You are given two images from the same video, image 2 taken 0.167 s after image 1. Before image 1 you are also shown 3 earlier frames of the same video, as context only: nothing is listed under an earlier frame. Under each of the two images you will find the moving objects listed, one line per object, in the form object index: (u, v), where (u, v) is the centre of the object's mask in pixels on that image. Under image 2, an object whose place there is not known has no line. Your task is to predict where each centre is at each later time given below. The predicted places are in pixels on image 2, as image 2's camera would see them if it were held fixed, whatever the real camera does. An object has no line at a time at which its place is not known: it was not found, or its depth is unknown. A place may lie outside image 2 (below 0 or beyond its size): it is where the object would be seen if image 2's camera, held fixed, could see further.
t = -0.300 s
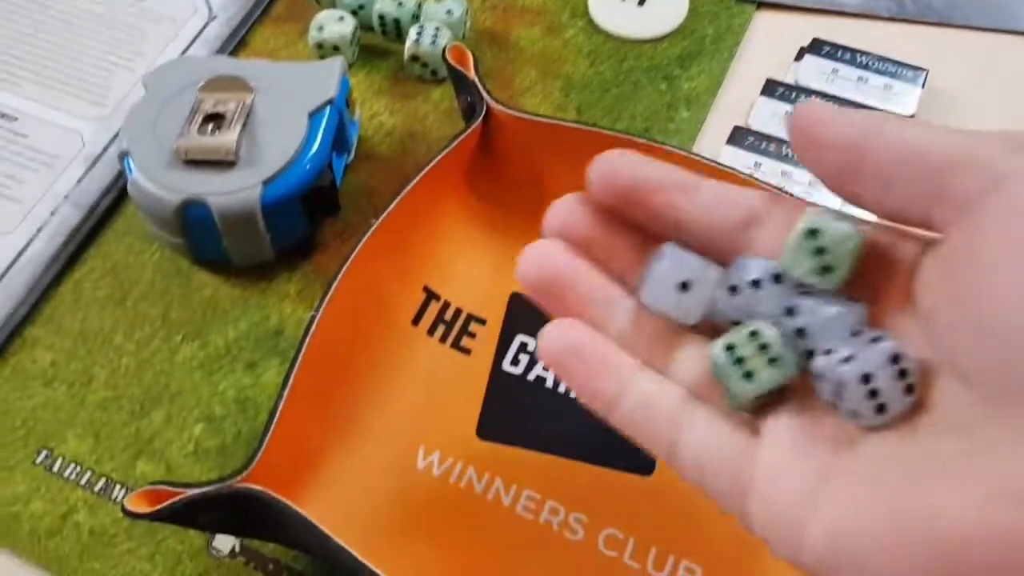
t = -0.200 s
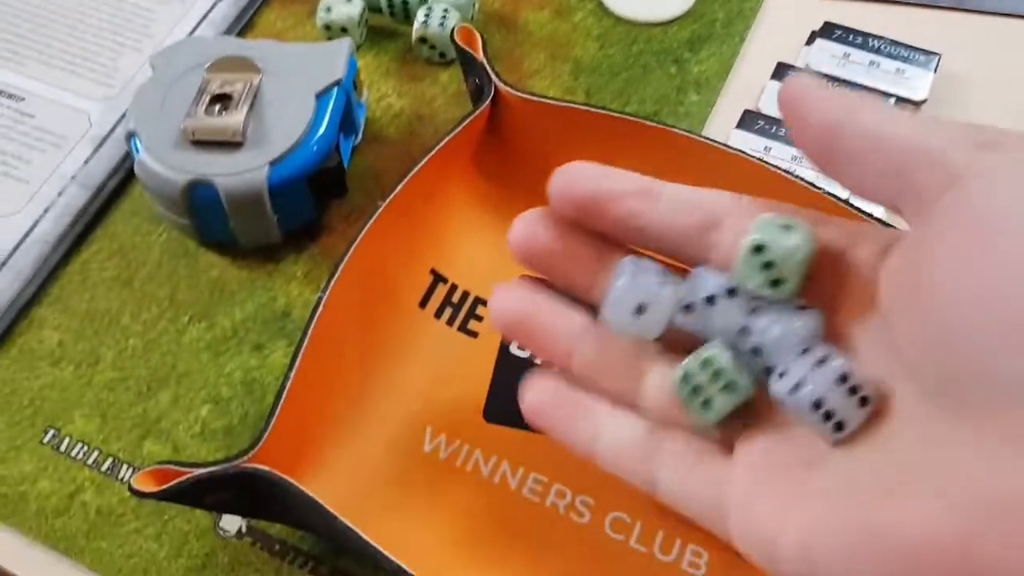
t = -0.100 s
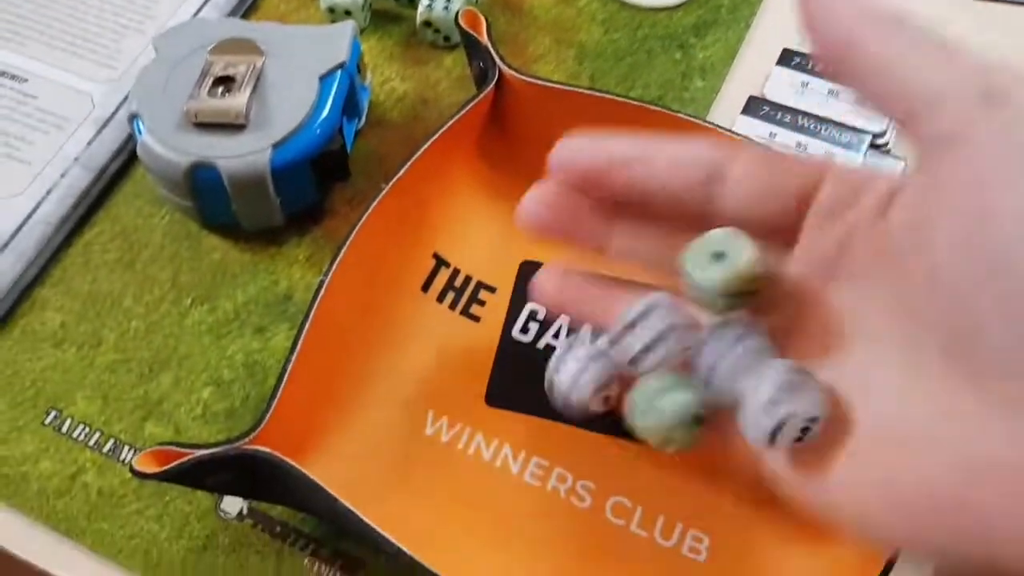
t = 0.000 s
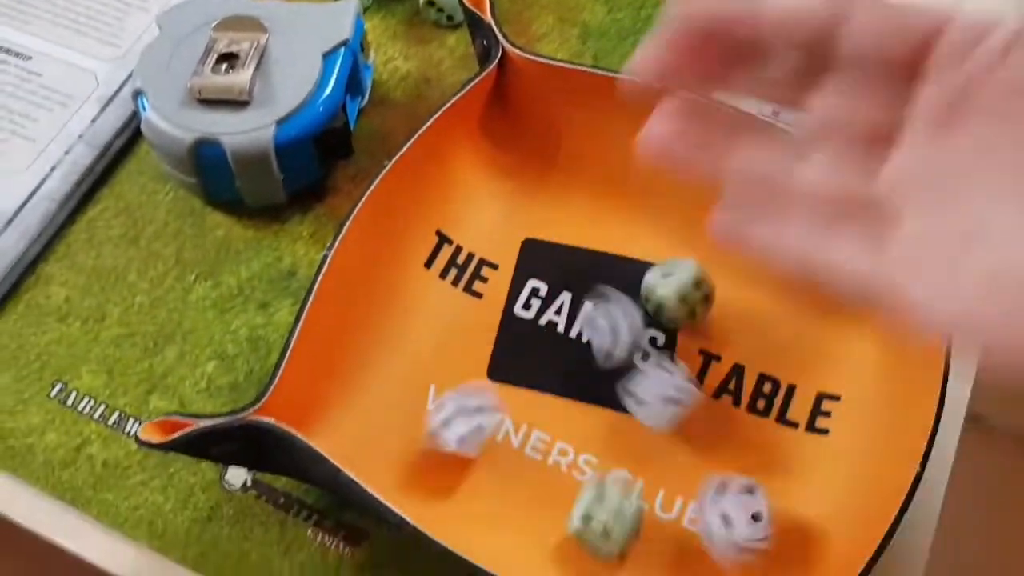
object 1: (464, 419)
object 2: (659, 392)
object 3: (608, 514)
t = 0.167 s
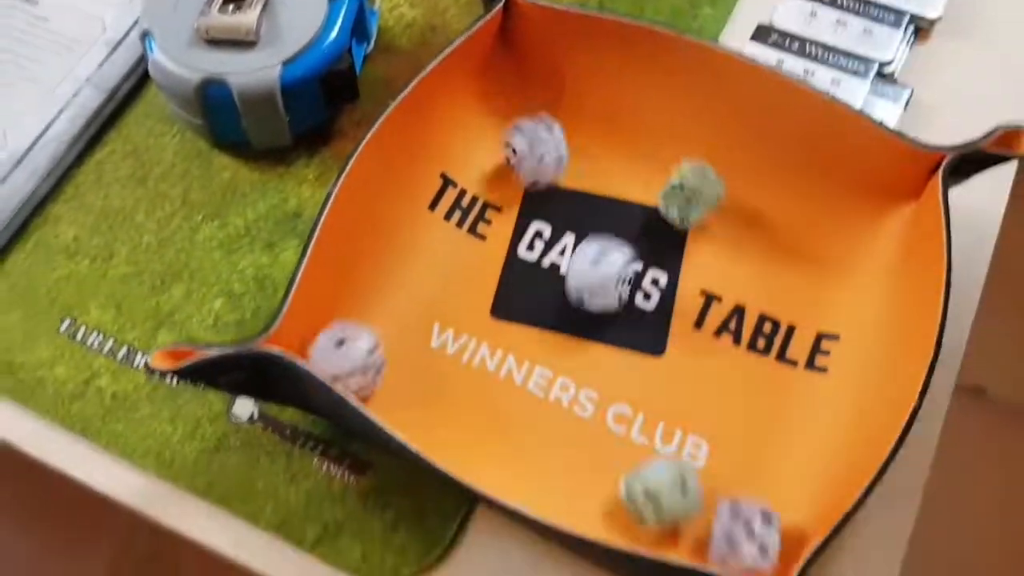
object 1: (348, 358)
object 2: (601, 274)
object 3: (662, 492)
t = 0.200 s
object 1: (366, 360)
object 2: (610, 268)
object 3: (657, 474)
